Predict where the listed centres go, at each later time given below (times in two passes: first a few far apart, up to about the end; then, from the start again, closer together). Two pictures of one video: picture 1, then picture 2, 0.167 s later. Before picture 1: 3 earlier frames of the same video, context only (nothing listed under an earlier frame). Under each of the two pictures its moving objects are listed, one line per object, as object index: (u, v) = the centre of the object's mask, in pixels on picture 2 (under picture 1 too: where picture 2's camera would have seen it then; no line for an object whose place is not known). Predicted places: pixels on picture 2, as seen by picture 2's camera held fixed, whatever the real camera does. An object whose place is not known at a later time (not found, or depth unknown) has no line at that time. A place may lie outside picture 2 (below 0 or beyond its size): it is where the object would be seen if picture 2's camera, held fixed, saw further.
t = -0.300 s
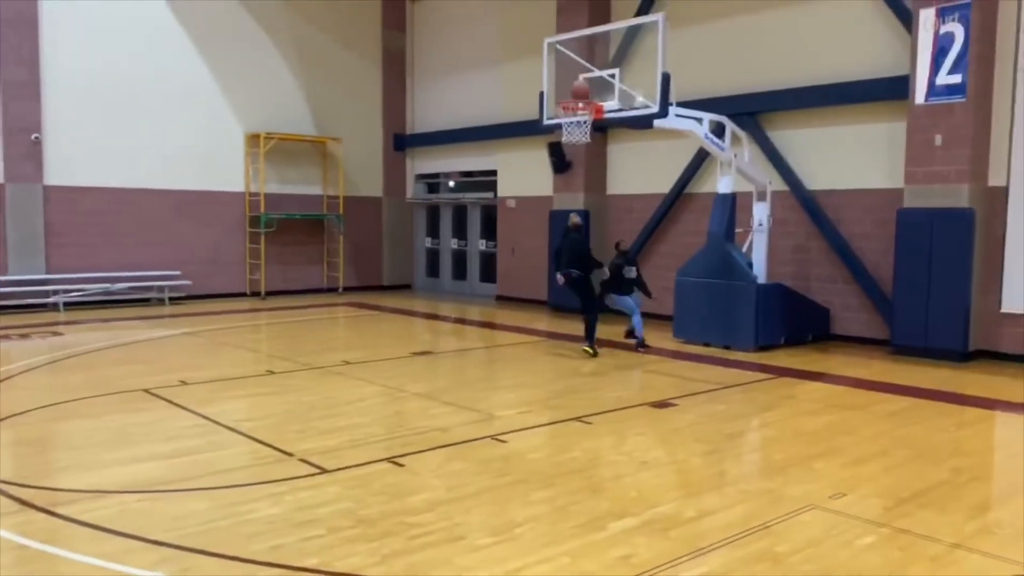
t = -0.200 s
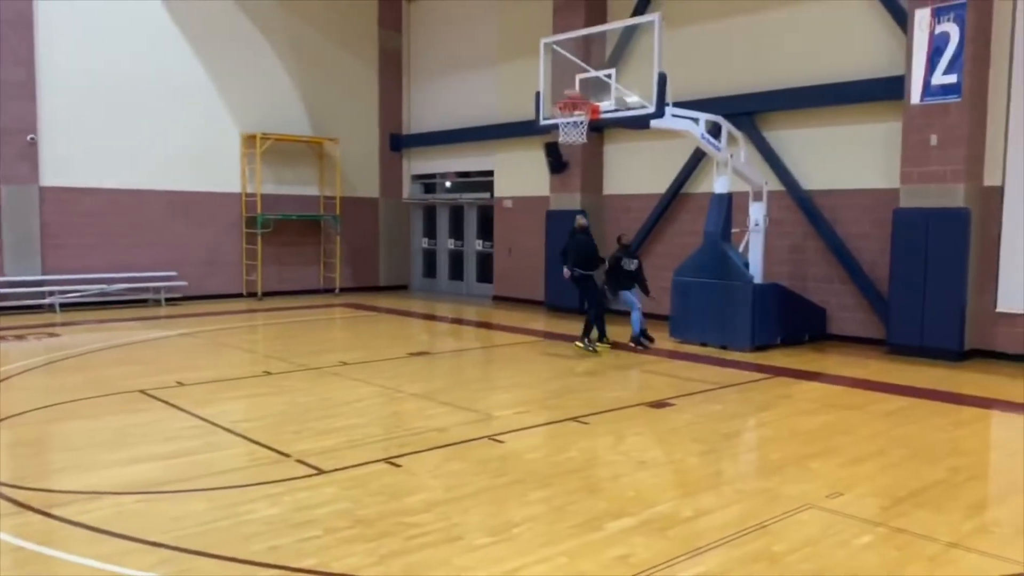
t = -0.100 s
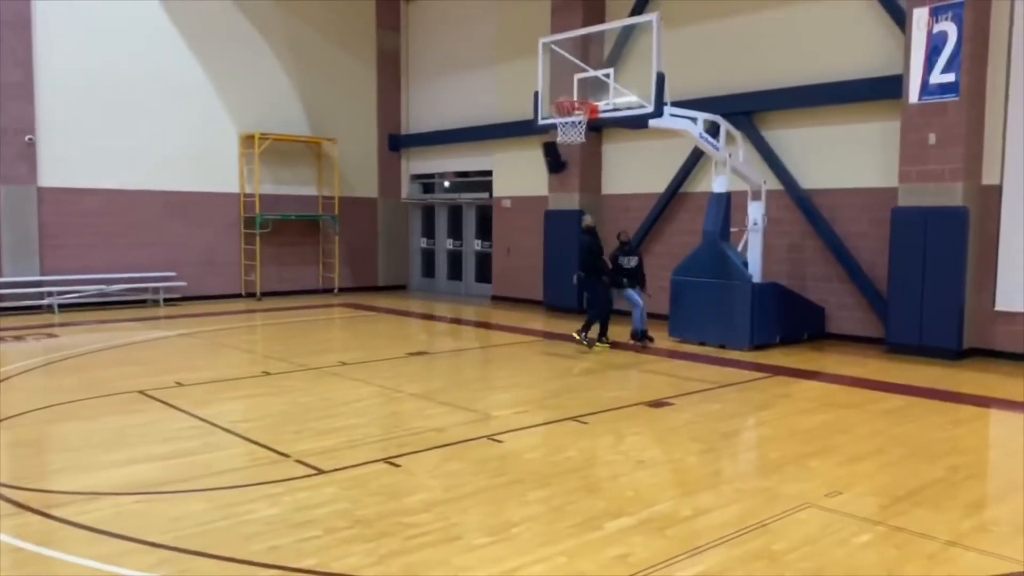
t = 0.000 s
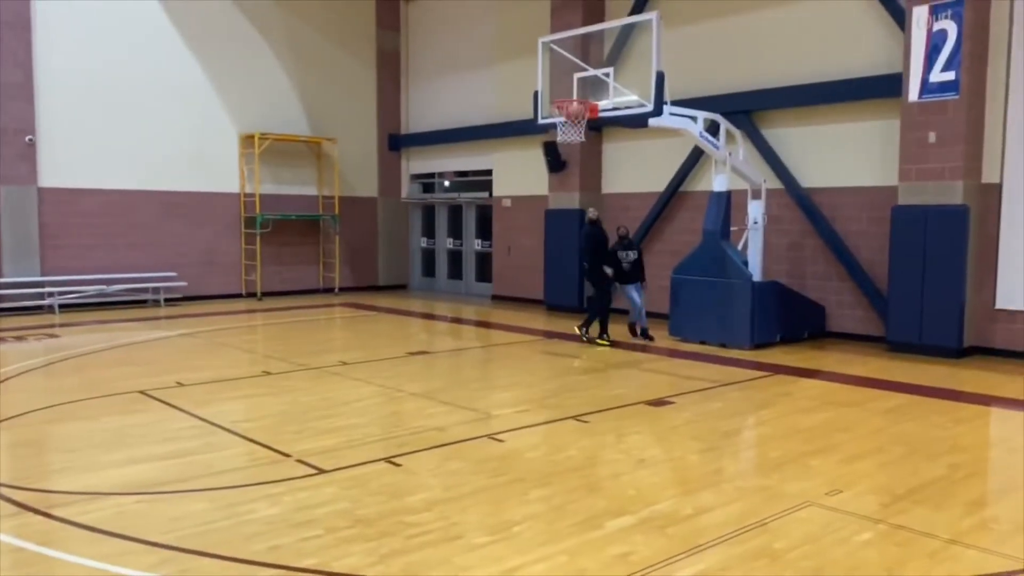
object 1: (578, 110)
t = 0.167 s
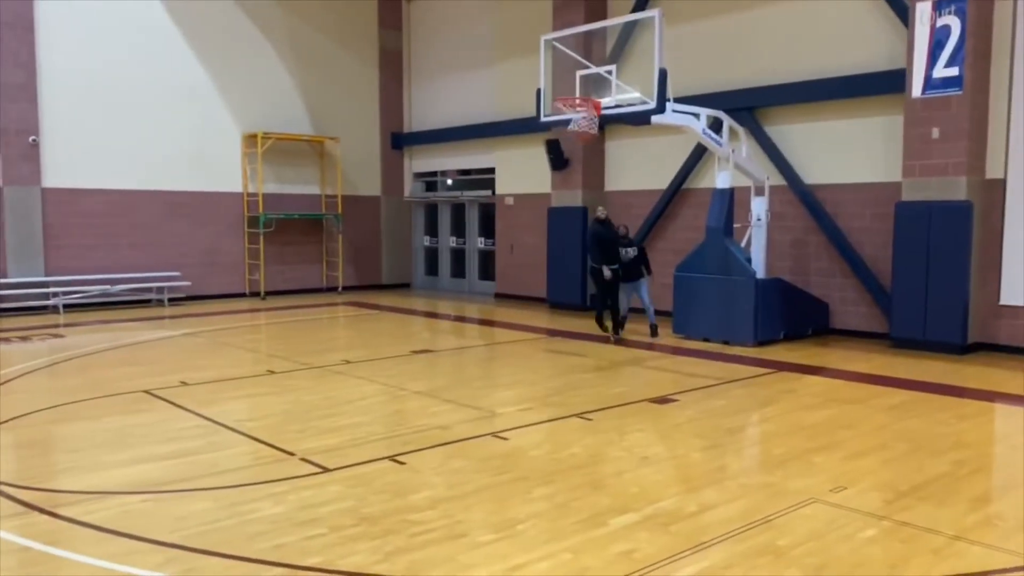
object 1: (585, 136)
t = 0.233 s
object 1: (585, 138)
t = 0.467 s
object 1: (579, 193)
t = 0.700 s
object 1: (573, 290)
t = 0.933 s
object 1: (571, 323)
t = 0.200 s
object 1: (584, 136)
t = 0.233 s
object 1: (585, 138)
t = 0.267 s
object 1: (584, 143)
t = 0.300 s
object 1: (583, 147)
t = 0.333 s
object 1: (583, 154)
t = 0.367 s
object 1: (581, 161)
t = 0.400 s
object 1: (581, 170)
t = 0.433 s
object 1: (579, 182)
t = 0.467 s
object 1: (579, 193)
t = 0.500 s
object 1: (578, 204)
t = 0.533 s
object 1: (576, 217)
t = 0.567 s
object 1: (575, 230)
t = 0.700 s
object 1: (573, 290)
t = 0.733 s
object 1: (573, 308)
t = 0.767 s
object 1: (574, 325)
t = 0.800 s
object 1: (574, 342)
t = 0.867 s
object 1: (573, 348)
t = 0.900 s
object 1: (572, 335)
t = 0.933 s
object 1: (571, 323)
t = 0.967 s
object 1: (570, 312)
